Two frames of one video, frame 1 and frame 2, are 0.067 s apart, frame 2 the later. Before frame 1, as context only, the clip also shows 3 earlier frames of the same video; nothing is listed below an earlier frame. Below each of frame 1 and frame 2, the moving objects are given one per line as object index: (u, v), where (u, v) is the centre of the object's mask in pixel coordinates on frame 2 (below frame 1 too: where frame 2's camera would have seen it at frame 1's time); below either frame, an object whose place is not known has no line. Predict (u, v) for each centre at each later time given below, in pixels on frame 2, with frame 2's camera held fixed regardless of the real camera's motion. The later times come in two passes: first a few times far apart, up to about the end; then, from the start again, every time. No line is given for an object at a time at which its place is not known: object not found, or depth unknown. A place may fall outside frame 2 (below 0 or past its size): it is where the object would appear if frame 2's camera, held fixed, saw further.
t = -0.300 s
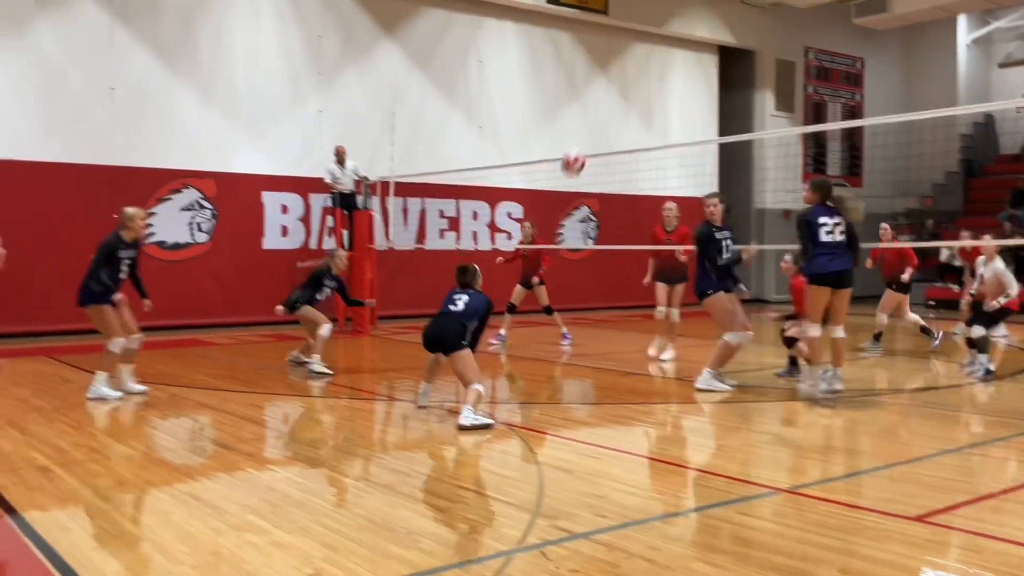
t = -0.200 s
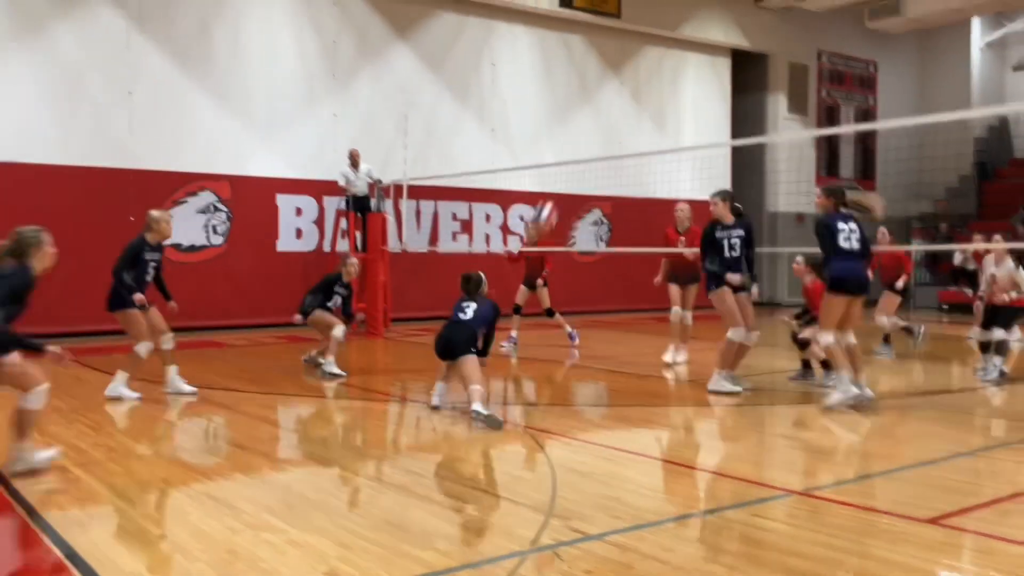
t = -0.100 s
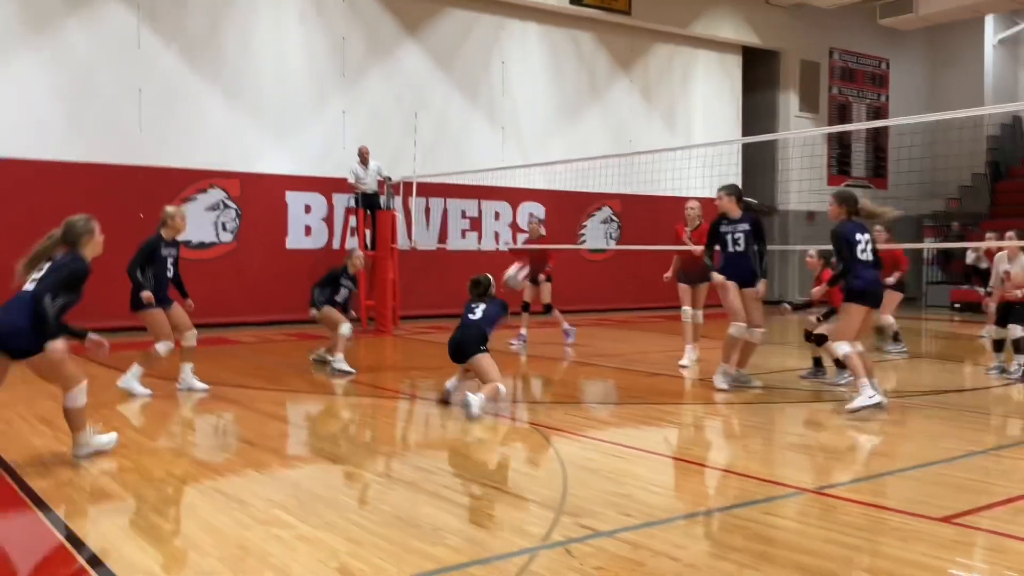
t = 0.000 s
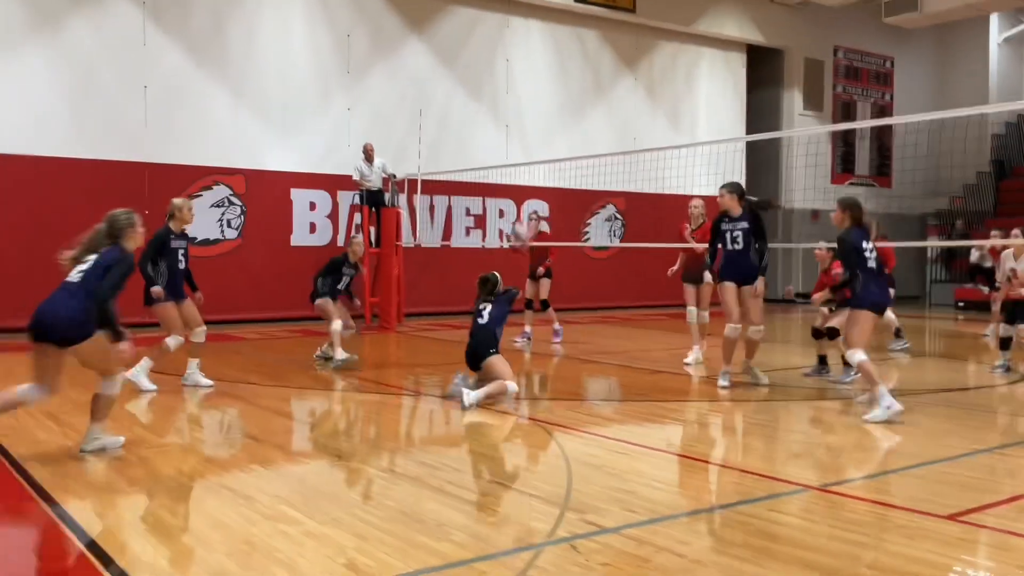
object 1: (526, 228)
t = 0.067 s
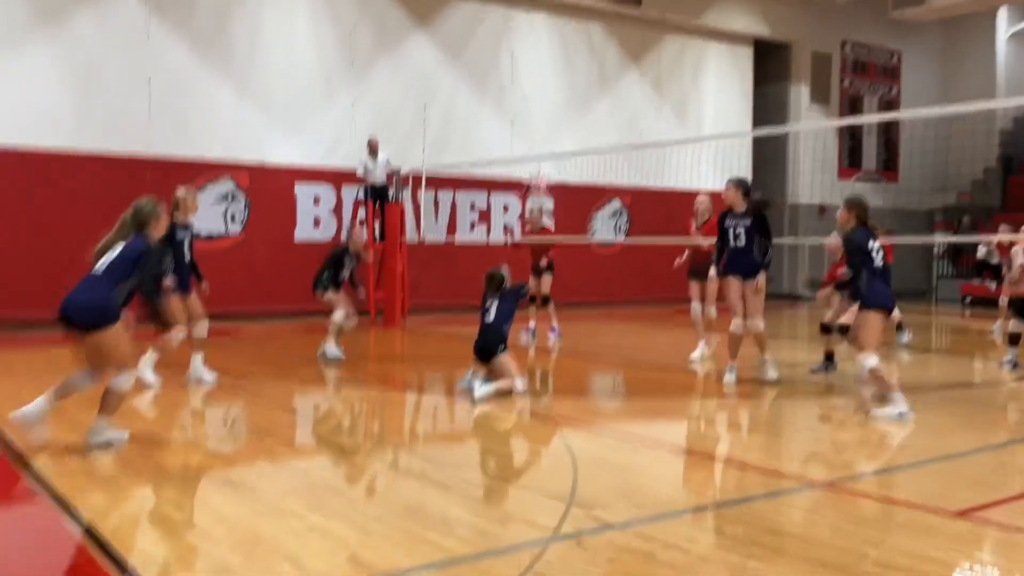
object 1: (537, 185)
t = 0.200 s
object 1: (558, 110)
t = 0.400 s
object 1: (586, 38)
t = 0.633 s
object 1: (619, 11)
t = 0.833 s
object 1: (647, 42)
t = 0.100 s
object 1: (542, 164)
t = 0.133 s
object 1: (548, 144)
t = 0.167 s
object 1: (553, 127)
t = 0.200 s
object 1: (558, 110)
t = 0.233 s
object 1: (562, 96)
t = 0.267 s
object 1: (567, 80)
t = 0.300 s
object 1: (572, 68)
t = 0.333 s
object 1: (577, 57)
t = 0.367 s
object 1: (581, 47)
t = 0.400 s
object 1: (586, 38)
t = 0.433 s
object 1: (591, 30)
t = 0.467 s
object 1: (596, 24)
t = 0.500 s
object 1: (600, 19)
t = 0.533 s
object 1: (605, 15)
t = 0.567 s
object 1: (609, 11)
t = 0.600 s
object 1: (614, 11)
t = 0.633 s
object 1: (619, 11)
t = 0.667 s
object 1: (623, 13)
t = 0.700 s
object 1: (628, 17)
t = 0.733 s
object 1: (633, 20)
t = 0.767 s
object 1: (638, 27)
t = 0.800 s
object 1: (642, 34)
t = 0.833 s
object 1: (647, 42)
